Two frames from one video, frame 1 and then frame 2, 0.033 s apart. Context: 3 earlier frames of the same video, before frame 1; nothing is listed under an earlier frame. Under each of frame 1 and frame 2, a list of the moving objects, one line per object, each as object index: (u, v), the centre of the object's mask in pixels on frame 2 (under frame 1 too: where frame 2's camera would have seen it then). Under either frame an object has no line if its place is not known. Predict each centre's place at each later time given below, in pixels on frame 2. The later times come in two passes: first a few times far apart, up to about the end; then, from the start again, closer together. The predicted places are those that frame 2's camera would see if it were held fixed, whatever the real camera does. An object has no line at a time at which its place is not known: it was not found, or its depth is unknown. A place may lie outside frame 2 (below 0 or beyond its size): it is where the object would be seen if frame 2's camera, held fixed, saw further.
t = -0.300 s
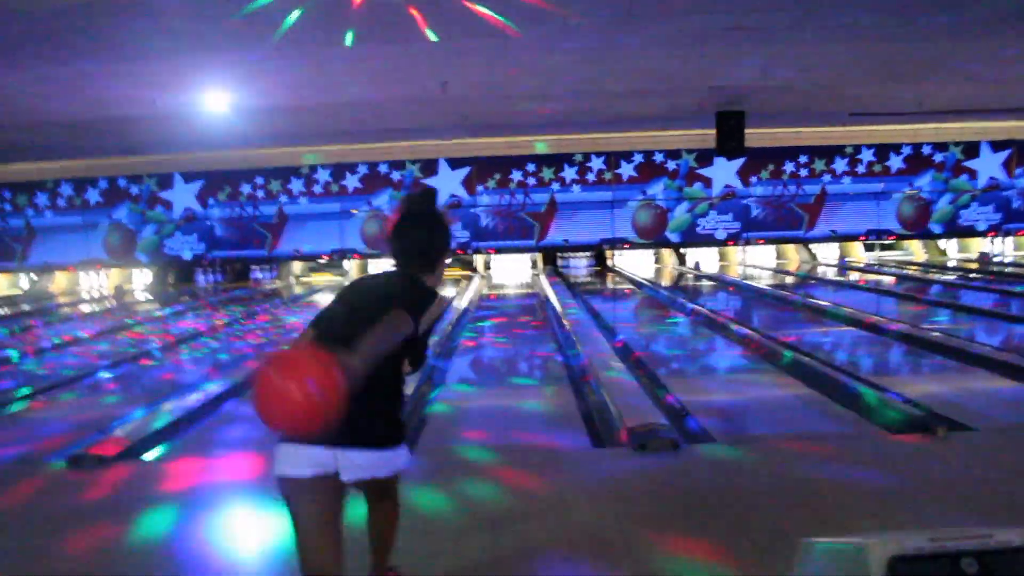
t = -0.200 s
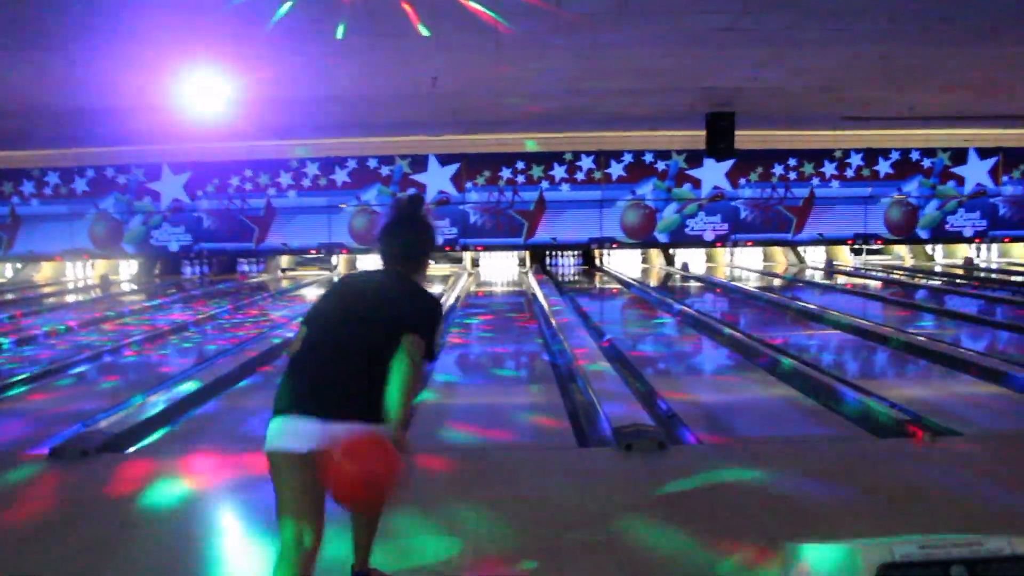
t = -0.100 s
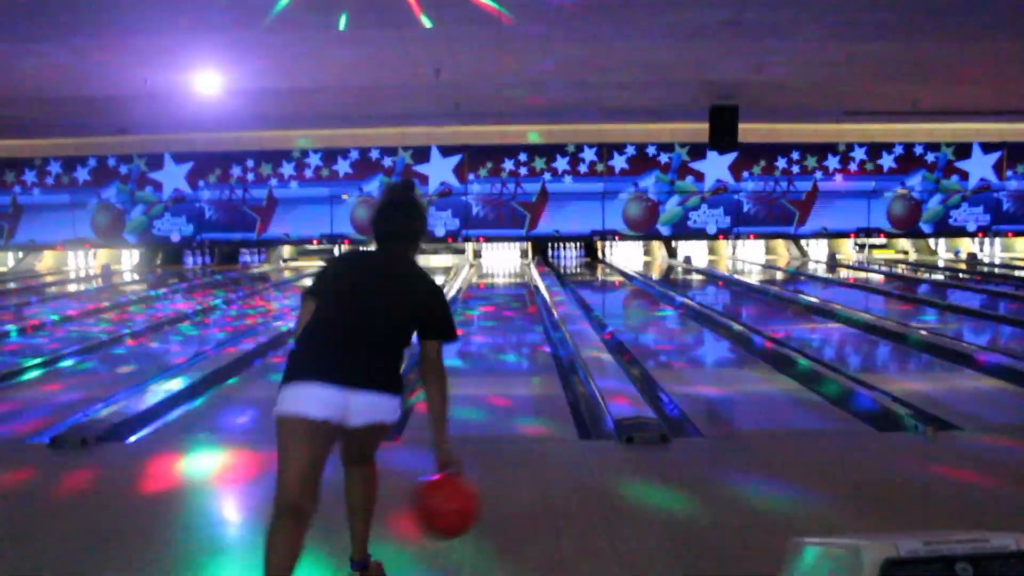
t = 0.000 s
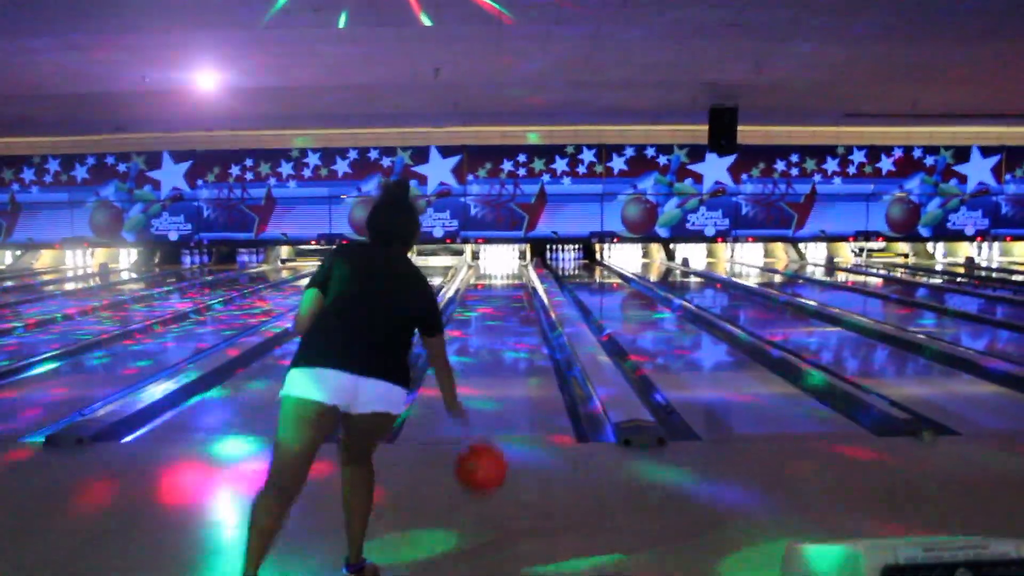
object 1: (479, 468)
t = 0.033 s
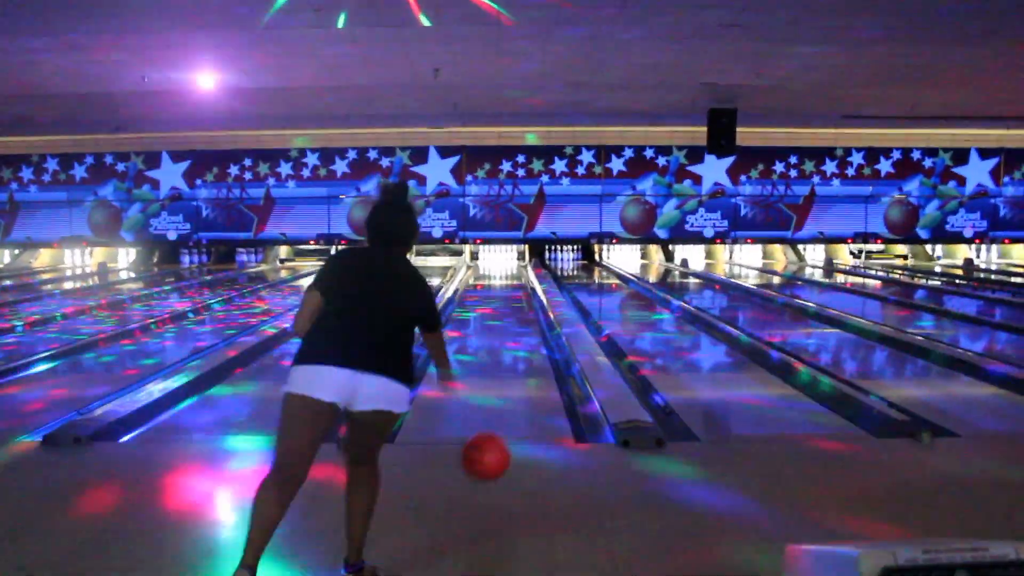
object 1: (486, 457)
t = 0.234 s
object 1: (510, 412)
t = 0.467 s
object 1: (526, 365)
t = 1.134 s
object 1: (540, 307)
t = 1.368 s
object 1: (534, 296)
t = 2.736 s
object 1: (523, 266)
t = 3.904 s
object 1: (519, 260)
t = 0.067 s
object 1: (492, 449)
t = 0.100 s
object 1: (496, 443)
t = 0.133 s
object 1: (500, 441)
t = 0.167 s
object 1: (504, 435)
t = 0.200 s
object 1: (508, 421)
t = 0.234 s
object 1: (510, 412)
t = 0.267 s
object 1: (513, 405)
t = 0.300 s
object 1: (515, 398)
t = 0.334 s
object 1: (517, 390)
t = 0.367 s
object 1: (519, 383)
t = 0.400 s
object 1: (521, 376)
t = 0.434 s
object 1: (524, 370)
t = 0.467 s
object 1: (526, 365)
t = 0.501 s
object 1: (528, 360)
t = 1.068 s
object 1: (543, 311)
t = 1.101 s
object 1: (542, 309)
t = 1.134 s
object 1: (540, 307)
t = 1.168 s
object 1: (538, 305)
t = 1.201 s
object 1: (538, 304)
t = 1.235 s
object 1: (537, 303)
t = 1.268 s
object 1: (537, 302)
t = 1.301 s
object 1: (536, 300)
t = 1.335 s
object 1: (535, 298)
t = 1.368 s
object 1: (534, 296)
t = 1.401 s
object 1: (533, 295)
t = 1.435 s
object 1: (533, 294)
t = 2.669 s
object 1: (523, 267)
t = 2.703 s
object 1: (523, 267)
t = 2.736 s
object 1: (523, 266)
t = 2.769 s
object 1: (523, 265)
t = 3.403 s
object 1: (521, 256)
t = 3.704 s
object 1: (519, 259)
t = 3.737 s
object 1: (519, 259)
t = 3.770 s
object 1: (519, 259)
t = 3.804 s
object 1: (519, 260)
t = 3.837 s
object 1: (519, 261)
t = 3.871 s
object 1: (519, 261)
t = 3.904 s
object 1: (519, 260)
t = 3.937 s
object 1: (519, 261)
